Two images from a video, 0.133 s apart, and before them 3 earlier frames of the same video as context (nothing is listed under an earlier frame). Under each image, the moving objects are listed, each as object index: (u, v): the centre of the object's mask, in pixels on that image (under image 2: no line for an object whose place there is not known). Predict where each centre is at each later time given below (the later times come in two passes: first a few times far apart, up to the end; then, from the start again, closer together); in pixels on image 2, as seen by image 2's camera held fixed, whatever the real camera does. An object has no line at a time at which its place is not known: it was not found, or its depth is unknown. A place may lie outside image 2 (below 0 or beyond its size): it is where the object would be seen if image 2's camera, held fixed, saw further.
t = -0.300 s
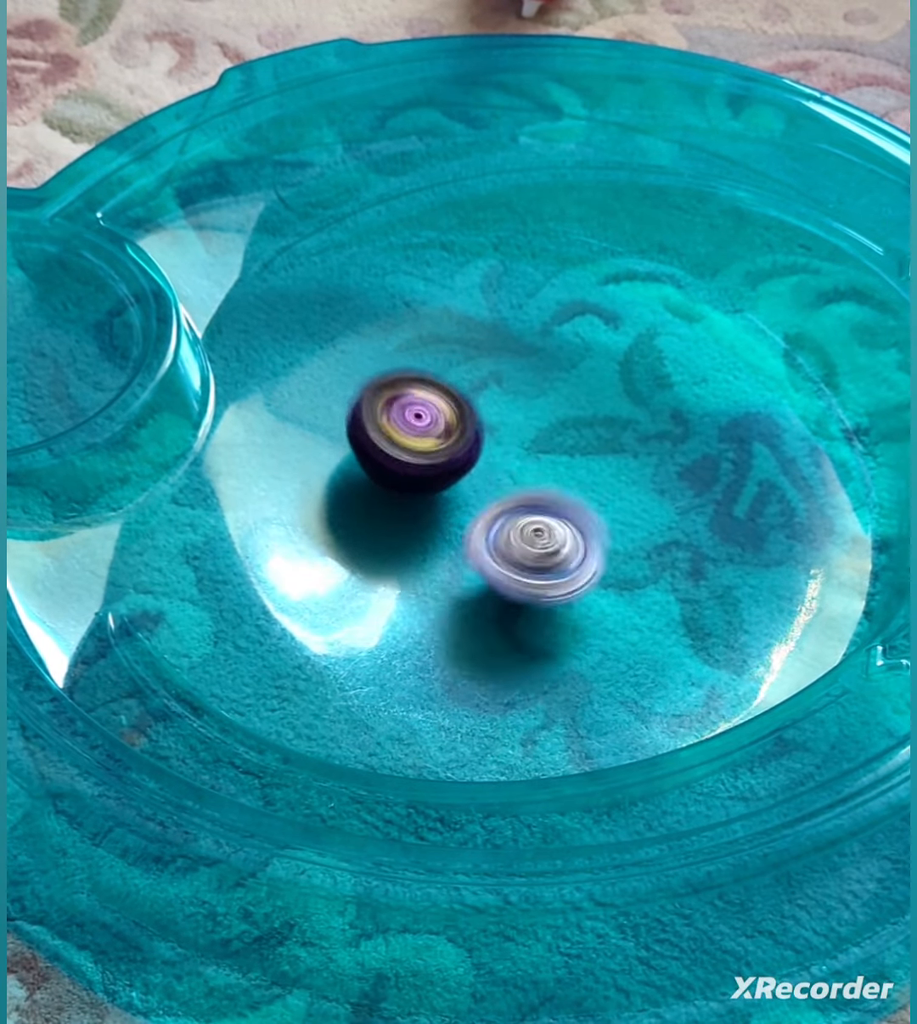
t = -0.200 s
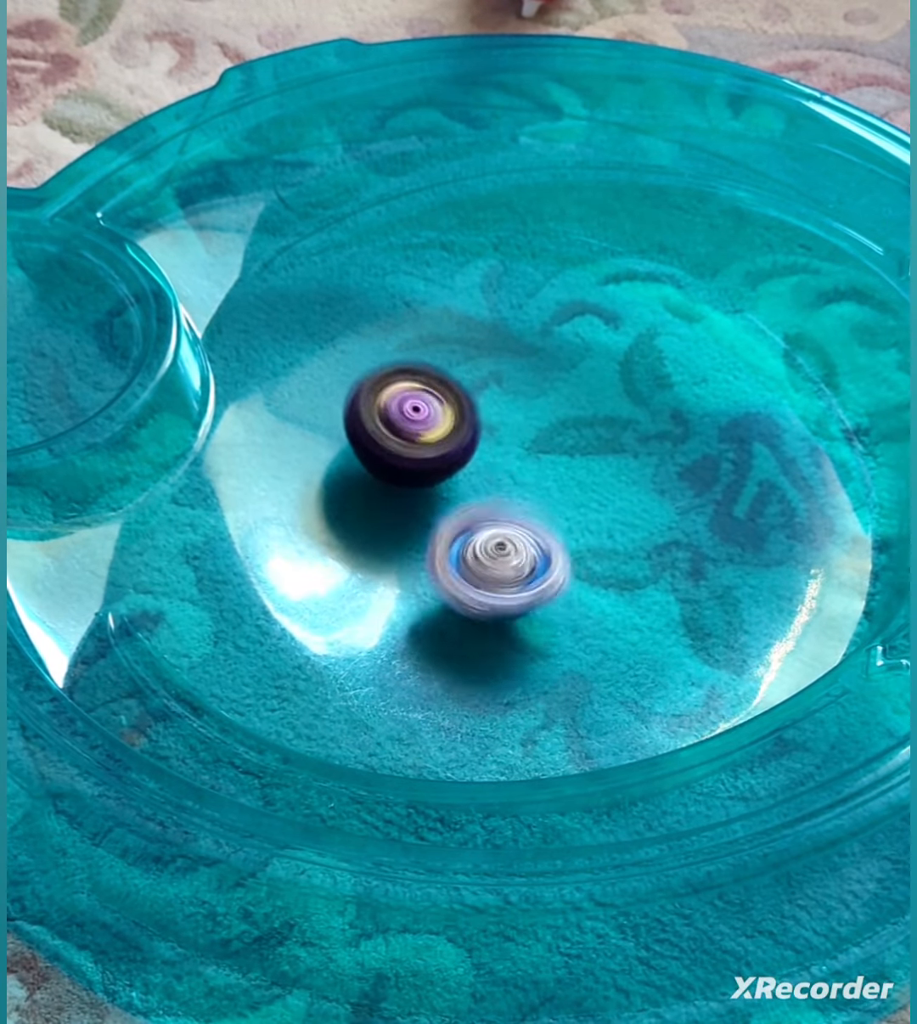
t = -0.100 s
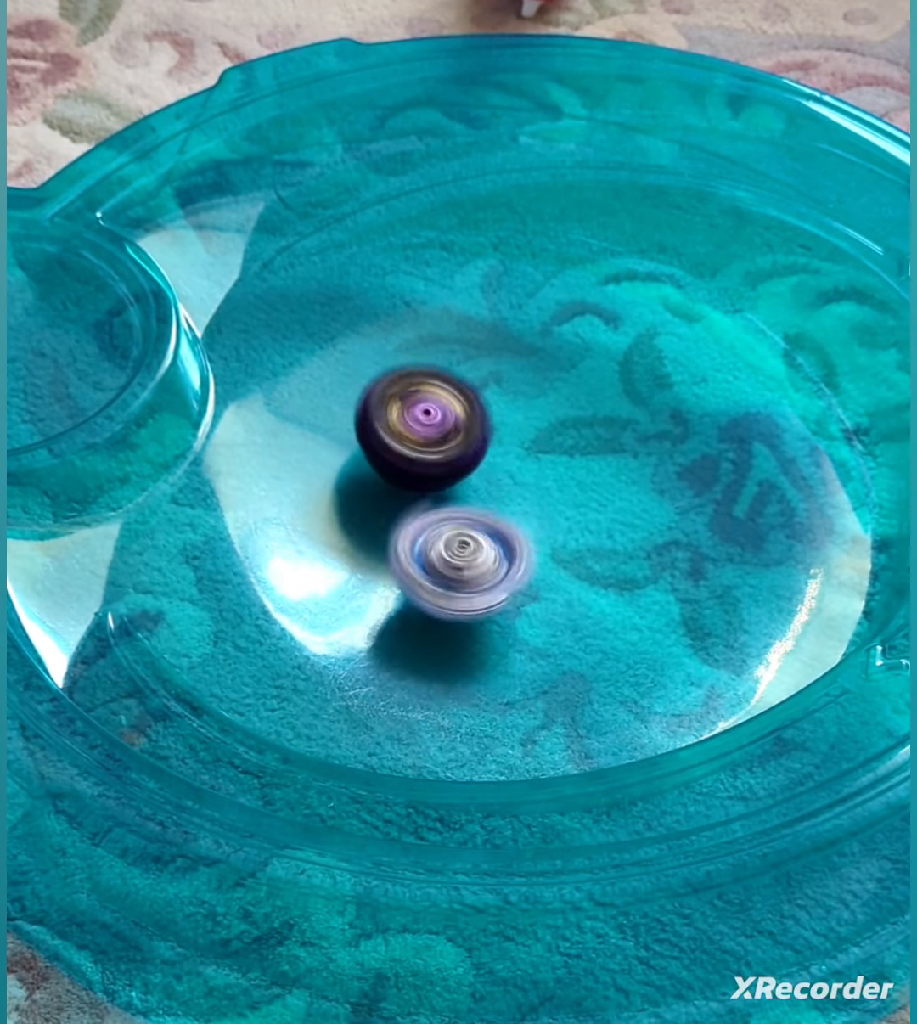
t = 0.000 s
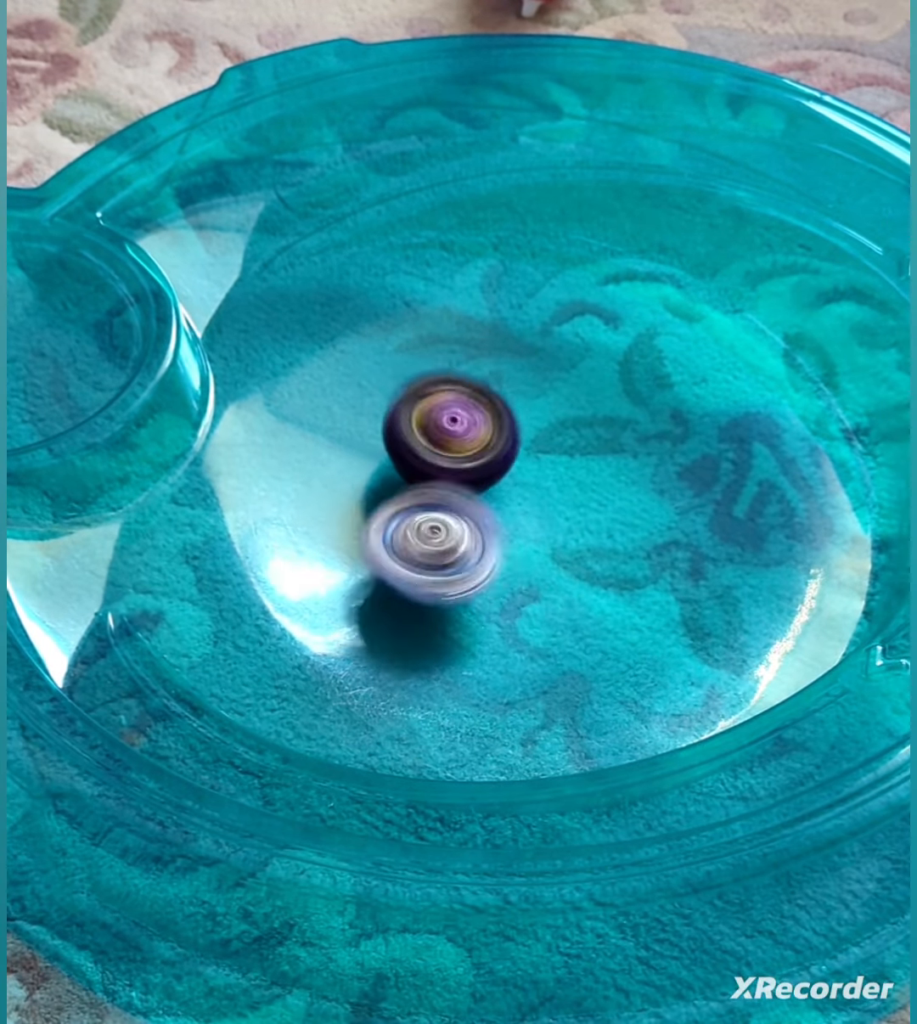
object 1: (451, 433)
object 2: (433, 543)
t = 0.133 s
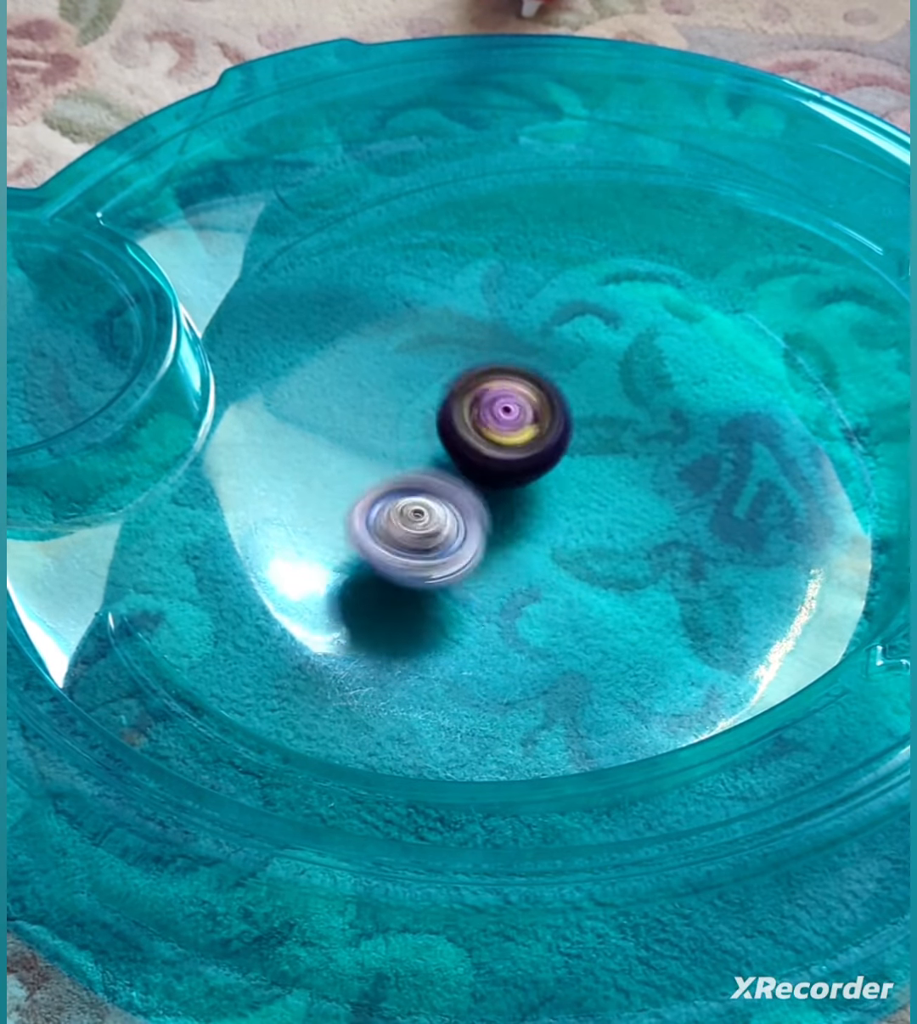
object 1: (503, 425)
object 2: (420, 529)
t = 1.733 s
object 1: (652, 278)
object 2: (396, 681)
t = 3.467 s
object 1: (409, 610)
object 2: (649, 460)
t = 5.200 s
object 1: (562, 510)
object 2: (402, 555)
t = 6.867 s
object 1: (544, 402)
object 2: (515, 523)
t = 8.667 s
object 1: (415, 515)
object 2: (600, 411)
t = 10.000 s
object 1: (568, 450)
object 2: (592, 558)
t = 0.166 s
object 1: (516, 421)
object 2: (419, 527)
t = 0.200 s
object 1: (528, 417)
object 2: (417, 522)
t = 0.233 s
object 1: (538, 413)
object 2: (421, 515)
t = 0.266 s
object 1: (549, 409)
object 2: (429, 512)
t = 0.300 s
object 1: (558, 404)
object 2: (432, 508)
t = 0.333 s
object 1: (568, 400)
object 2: (436, 501)
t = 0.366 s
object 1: (575, 395)
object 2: (448, 495)
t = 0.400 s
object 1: (581, 392)
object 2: (460, 495)
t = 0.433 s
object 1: (584, 389)
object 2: (466, 494)
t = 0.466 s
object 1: (587, 386)
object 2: (476, 490)
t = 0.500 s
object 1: (588, 384)
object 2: (489, 490)
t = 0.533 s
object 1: (586, 385)
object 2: (500, 492)
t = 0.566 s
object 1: (584, 387)
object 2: (506, 490)
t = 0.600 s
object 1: (581, 390)
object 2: (518, 486)
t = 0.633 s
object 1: (584, 375)
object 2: (528, 500)
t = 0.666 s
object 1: (588, 354)
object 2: (527, 518)
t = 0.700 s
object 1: (590, 338)
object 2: (537, 535)
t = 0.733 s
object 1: (588, 326)
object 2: (536, 549)
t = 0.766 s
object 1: (586, 315)
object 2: (541, 556)
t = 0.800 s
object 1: (582, 307)
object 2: (544, 569)
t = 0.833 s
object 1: (576, 301)
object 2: (541, 577)
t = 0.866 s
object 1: (570, 298)
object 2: (545, 587)
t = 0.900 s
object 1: (563, 297)
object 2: (538, 595)
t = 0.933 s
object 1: (556, 298)
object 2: (541, 599)
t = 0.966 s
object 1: (547, 304)
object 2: (533, 607)
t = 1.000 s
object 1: (540, 312)
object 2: (530, 608)
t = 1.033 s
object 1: (533, 323)
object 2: (523, 613)
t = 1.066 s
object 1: (525, 336)
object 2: (514, 610)
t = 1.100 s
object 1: (519, 352)
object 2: (513, 610)
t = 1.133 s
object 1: (514, 368)
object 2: (502, 605)
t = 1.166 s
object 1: (509, 384)
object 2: (502, 599)
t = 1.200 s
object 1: (508, 403)
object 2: (491, 593)
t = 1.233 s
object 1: (508, 423)
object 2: (493, 581)
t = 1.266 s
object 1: (509, 441)
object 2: (488, 575)
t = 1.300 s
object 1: (514, 455)
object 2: (489, 563)
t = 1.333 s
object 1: (532, 443)
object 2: (481, 584)
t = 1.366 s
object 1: (560, 407)
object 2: (459, 612)
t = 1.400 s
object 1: (584, 372)
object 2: (442, 643)
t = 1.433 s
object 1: (601, 346)
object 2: (424, 659)
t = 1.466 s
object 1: (614, 325)
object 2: (413, 676)
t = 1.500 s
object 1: (623, 310)
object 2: (400, 681)
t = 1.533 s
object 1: (628, 300)
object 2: (393, 694)
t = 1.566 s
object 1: (632, 292)
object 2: (387, 699)
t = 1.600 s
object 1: (634, 286)
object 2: (382, 710)
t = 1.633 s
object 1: (640, 283)
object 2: (386, 703)
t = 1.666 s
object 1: (645, 279)
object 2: (387, 699)
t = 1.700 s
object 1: (648, 278)
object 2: (397, 688)
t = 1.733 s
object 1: (652, 278)
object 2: (396, 681)
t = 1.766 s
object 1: (656, 278)
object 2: (405, 672)
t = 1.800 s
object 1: (659, 279)
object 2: (405, 659)
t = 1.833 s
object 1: (661, 282)
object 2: (406, 650)
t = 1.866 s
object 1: (662, 286)
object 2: (411, 634)
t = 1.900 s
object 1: (663, 291)
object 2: (408, 623)
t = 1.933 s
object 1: (662, 295)
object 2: (416, 607)
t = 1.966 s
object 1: (657, 303)
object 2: (414, 594)
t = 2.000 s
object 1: (653, 312)
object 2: (422, 579)
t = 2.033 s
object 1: (646, 322)
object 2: (425, 563)
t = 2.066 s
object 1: (637, 330)
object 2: (432, 551)
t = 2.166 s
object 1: (604, 365)
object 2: (454, 508)
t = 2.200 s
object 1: (590, 379)
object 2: (454, 497)
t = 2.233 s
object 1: (576, 394)
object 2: (463, 483)
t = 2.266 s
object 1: (569, 405)
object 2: (463, 468)
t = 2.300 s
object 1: (572, 409)
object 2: (450, 466)
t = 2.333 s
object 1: (571, 415)
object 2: (440, 459)
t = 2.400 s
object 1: (566, 436)
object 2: (423, 450)
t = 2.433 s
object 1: (564, 446)
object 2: (414, 439)
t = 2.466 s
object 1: (561, 458)
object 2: (406, 433)
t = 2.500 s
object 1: (561, 470)
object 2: (404, 424)
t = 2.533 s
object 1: (560, 481)
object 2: (398, 411)
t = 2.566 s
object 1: (557, 493)
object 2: (392, 406)
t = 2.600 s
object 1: (558, 506)
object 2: (393, 397)
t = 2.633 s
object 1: (558, 518)
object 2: (389, 385)
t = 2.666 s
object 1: (555, 528)
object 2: (387, 380)
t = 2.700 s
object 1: (552, 538)
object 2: (393, 375)
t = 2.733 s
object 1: (551, 548)
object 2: (396, 368)
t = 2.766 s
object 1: (549, 556)
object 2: (401, 368)
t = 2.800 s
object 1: (545, 565)
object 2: (414, 371)
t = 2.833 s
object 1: (544, 573)
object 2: (422, 371)
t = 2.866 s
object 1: (542, 580)
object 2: (429, 377)
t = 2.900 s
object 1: (537, 586)
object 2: (443, 387)
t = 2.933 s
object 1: (534, 592)
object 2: (453, 391)
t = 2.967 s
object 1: (531, 596)
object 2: (460, 400)
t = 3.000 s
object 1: (526, 598)
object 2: (473, 413)
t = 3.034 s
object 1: (521, 601)
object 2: (484, 420)
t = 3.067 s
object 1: (518, 602)
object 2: (489, 429)
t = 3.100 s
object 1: (513, 600)
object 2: (501, 442)
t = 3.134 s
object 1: (508, 599)
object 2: (512, 450)
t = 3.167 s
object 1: (505, 597)
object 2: (517, 458)
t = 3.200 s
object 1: (500, 593)
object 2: (527, 471)
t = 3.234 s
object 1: (493, 589)
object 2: (540, 479)
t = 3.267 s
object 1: (490, 584)
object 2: (546, 485)
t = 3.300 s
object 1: (480, 582)
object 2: (557, 493)
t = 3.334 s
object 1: (455, 593)
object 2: (586, 480)
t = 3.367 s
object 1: (438, 602)
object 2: (605, 471)
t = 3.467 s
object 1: (409, 610)
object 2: (649, 460)
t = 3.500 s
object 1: (401, 610)
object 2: (659, 457)
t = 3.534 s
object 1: (396, 610)
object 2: (667, 455)
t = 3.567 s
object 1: (394, 607)
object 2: (678, 454)
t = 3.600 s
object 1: (390, 605)
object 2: (692, 451)
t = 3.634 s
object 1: (390, 602)
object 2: (701, 447)
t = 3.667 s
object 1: (393, 596)
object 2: (705, 446)
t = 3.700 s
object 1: (395, 590)
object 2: (712, 444)
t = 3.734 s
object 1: (402, 583)
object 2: (721, 442)
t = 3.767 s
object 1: (406, 573)
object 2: (725, 437)
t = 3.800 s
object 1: (412, 566)
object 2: (723, 434)
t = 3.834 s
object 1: (421, 556)
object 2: (722, 435)
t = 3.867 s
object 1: (427, 545)
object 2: (721, 434)
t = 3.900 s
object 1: (435, 536)
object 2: (717, 433)
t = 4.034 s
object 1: (471, 489)
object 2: (677, 440)
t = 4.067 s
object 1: (481, 479)
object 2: (665, 440)
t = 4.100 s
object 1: (493, 467)
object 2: (647, 444)
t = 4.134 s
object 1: (496, 455)
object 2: (640, 448)
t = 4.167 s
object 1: (485, 446)
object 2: (644, 449)
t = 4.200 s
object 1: (479, 437)
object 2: (643, 448)
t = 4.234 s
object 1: (475, 429)
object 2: (632, 451)
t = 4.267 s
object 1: (477, 422)
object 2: (618, 456)
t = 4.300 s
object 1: (478, 413)
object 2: (607, 462)
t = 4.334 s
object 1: (462, 396)
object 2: (614, 473)
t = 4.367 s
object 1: (439, 377)
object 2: (623, 485)
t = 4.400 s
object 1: (423, 364)
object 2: (624, 495)
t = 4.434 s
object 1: (412, 354)
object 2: (616, 504)
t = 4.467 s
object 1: (401, 346)
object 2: (608, 516)
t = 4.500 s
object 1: (395, 341)
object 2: (603, 527)
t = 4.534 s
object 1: (385, 336)
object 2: (598, 533)
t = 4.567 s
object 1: (381, 335)
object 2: (590, 540)
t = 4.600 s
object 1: (377, 333)
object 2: (578, 545)
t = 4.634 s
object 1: (374, 337)
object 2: (567, 554)
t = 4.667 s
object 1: (376, 340)
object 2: (557, 563)
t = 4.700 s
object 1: (378, 349)
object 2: (550, 567)
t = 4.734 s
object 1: (385, 358)
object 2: (542, 572)
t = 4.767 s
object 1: (392, 369)
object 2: (529, 574)
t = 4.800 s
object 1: (403, 380)
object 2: (516, 577)
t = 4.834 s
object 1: (411, 393)
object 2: (503, 581)
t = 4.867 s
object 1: (424, 405)
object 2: (493, 585)
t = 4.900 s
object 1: (433, 416)
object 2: (483, 586)
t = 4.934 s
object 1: (445, 431)
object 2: (474, 583)
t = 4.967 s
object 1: (457, 442)
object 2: (464, 580)
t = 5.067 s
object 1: (499, 477)
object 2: (434, 571)
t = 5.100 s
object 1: (516, 486)
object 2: (428, 571)
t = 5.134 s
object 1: (533, 494)
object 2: (419, 568)
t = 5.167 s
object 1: (549, 503)
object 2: (411, 562)
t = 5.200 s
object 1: (562, 510)
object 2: (402, 555)
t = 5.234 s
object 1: (573, 522)
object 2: (393, 548)
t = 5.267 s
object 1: (583, 530)
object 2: (387, 544)
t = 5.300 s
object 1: (590, 542)
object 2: (385, 539)
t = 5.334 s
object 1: (600, 550)
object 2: (388, 531)
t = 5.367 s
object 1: (603, 560)
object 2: (391, 524)
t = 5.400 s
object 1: (611, 567)
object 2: (398, 515)
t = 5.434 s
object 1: (613, 575)
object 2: (406, 508)
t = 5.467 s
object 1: (617, 582)
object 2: (410, 501)
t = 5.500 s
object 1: (617, 587)
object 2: (416, 495)
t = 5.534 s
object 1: (618, 593)
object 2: (422, 491)
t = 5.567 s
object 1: (617, 597)
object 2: (431, 486)
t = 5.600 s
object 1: (614, 601)
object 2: (441, 482)
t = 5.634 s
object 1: (608, 603)
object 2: (452, 475)
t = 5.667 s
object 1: (603, 604)
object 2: (464, 470)
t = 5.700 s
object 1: (594, 603)
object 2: (473, 463)
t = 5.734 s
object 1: (587, 602)
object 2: (481, 458)
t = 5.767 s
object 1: (575, 598)
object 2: (487, 453)
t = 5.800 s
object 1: (568, 596)
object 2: (497, 449)
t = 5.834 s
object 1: (556, 589)
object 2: (505, 445)
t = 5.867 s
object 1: (548, 586)
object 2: (517, 439)
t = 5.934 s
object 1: (526, 572)
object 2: (540, 427)
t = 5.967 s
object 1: (517, 563)
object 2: (550, 422)
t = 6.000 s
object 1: (505, 554)
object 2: (557, 417)
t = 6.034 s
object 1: (500, 545)
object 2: (565, 415)
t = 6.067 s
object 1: (488, 534)
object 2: (572, 414)
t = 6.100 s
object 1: (482, 525)
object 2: (581, 413)
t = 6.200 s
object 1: (461, 490)
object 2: (608, 413)
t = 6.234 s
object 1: (459, 479)
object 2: (613, 414)
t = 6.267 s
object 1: (456, 467)
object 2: (617, 416)
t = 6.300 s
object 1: (454, 456)
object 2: (618, 421)
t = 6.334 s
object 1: (452, 445)
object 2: (619, 427)
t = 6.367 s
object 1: (451, 435)
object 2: (617, 435)
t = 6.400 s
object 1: (452, 425)
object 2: (616, 442)
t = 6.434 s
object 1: (453, 416)
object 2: (614, 450)
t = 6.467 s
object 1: (455, 408)
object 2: (611, 456)
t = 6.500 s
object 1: (458, 402)
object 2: (607, 463)
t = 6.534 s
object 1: (463, 395)
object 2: (601, 468)
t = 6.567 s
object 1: (468, 392)
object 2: (594, 474)
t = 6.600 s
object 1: (474, 387)
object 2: (584, 480)
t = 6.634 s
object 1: (482, 386)
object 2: (574, 487)
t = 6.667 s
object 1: (490, 384)
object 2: (562, 494)
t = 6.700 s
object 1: (498, 385)
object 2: (553, 501)
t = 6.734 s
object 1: (507, 386)
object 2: (544, 507)
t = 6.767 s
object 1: (516, 391)
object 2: (537, 511)
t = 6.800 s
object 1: (525, 393)
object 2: (530, 516)
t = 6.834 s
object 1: (534, 398)
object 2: (522, 519)
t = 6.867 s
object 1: (544, 402)
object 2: (515, 523)
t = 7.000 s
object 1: (575, 428)
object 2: (481, 542)
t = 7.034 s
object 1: (579, 439)
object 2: (474, 548)
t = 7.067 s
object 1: (585, 446)
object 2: (468, 551)
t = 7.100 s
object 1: (587, 457)
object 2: (462, 553)
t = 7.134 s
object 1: (591, 465)
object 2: (456, 554)
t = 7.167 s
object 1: (590, 476)
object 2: (451, 554)
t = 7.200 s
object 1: (594, 483)
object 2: (444, 552)
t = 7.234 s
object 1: (591, 495)
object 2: (438, 551)
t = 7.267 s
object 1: (592, 503)
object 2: (432, 549)
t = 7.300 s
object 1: (587, 514)
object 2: (428, 547)
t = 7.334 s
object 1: (586, 522)
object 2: (426, 544)
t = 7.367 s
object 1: (578, 531)
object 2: (428, 542)
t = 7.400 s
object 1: (580, 537)
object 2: (426, 539)
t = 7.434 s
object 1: (588, 545)
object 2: (421, 534)
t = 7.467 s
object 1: (593, 549)
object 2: (420, 529)
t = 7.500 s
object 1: (594, 556)
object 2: (421, 523)
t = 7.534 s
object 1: (594, 559)
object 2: (424, 517)
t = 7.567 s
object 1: (595, 566)
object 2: (427, 510)
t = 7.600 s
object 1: (592, 566)
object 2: (431, 504)
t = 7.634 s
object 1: (591, 570)
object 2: (435, 497)
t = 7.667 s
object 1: (585, 570)
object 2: (439, 491)
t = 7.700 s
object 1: (582, 572)
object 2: (442, 486)
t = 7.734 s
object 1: (574, 570)
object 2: (447, 481)
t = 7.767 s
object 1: (569, 569)
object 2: (452, 477)
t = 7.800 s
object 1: (560, 567)
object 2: (460, 474)
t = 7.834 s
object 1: (552, 563)
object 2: (466, 470)
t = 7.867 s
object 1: (547, 562)
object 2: (472, 463)
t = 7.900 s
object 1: (544, 567)
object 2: (474, 453)
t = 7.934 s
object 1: (540, 569)
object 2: (477, 443)
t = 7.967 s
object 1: (537, 571)
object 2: (482, 436)
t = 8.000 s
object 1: (530, 570)
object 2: (486, 427)
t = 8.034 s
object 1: (529, 570)
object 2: (491, 419)
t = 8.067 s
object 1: (520, 569)
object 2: (496, 411)
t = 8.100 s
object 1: (518, 566)
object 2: (501, 404)
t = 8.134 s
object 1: (513, 564)
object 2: (506, 396)
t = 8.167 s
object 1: (507, 559)
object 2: (511, 390)
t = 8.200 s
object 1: (503, 554)
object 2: (517, 383)
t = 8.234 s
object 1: (498, 549)
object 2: (523, 379)
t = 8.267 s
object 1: (493, 545)
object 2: (528, 376)
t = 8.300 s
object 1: (489, 537)
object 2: (535, 375)
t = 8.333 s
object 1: (487, 531)
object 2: (540, 375)
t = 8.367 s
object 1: (480, 526)
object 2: (547, 378)
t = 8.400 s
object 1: (480, 518)
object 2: (551, 381)
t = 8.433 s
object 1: (475, 513)
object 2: (556, 387)
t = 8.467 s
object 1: (473, 505)
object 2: (558, 393)
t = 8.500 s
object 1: (472, 498)
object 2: (562, 400)
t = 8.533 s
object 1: (472, 488)
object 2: (563, 407)
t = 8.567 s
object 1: (455, 498)
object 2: (576, 406)
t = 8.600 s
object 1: (440, 505)
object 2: (588, 403)
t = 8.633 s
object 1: (427, 511)
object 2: (596, 405)
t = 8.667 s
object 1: (415, 515)
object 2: (600, 411)
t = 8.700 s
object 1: (409, 517)
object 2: (606, 418)
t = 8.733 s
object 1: (400, 520)
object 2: (610, 425)
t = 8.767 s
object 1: (394, 522)
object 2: (614, 434)
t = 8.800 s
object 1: (389, 526)
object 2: (616, 442)
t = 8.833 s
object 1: (385, 528)
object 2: (618, 451)
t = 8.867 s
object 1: (384, 531)
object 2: (619, 459)
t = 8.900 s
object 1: (383, 533)
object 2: (619, 468)
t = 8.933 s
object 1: (389, 535)
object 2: (617, 476)
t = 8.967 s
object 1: (394, 537)
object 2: (615, 485)
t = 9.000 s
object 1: (402, 536)
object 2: (613, 493)
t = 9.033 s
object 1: (410, 537)
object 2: (609, 502)
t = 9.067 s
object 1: (419, 534)
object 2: (606, 509)
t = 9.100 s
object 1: (431, 533)
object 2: (601, 518)
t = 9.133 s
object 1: (437, 531)
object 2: (598, 525)
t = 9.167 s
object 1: (449, 529)
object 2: (592, 532)
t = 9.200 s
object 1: (454, 527)
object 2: (596, 537)
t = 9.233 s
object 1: (450, 519)
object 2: (604, 543)
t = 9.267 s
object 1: (454, 513)
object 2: (608, 547)
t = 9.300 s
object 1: (461, 510)
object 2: (613, 552)
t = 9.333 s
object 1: (469, 505)
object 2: (619, 556)
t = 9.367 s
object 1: (477, 503)
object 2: (625, 560)
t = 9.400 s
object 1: (484, 499)
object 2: (632, 564)
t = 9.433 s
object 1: (494, 494)
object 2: (636, 567)
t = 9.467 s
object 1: (504, 493)
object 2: (641, 570)
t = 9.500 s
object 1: (512, 491)
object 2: (642, 573)
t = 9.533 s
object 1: (524, 489)
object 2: (641, 574)
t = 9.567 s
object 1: (534, 489)
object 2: (635, 573)
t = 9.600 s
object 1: (542, 485)
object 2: (629, 572)
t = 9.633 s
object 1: (546, 479)
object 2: (630, 571)
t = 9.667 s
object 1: (543, 472)
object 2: (631, 574)
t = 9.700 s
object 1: (545, 465)
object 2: (634, 573)
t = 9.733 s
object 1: (546, 461)
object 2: (636, 574)
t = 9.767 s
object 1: (550, 459)
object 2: (636, 575)
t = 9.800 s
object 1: (555, 458)
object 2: (629, 574)
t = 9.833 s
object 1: (557, 458)
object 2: (623, 573)
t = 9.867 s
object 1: (562, 455)
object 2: (617, 568)
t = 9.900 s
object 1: (566, 455)
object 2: (611, 563)
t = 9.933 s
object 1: (565, 455)
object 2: (608, 559)
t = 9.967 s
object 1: (568, 453)
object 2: (600, 558)
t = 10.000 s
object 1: (568, 450)
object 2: (592, 558)
